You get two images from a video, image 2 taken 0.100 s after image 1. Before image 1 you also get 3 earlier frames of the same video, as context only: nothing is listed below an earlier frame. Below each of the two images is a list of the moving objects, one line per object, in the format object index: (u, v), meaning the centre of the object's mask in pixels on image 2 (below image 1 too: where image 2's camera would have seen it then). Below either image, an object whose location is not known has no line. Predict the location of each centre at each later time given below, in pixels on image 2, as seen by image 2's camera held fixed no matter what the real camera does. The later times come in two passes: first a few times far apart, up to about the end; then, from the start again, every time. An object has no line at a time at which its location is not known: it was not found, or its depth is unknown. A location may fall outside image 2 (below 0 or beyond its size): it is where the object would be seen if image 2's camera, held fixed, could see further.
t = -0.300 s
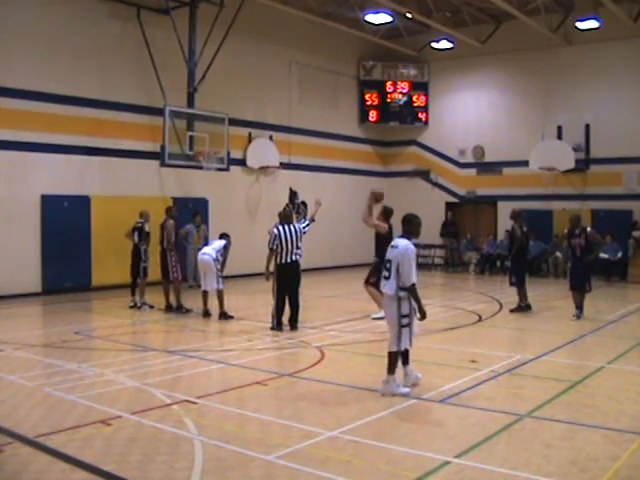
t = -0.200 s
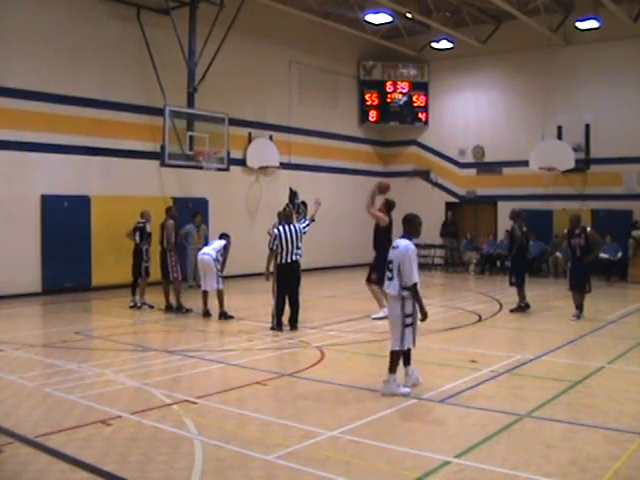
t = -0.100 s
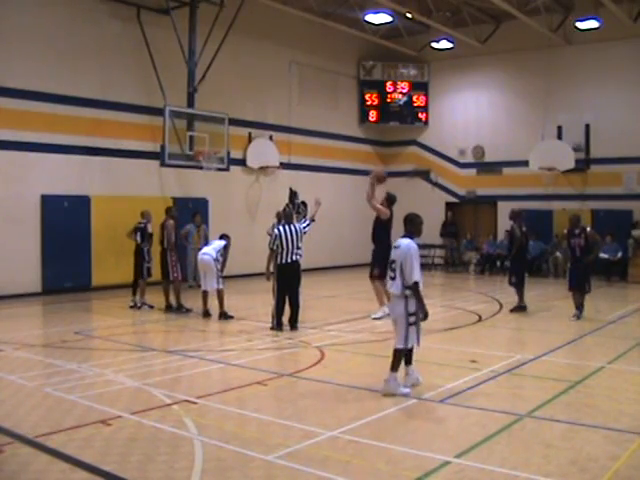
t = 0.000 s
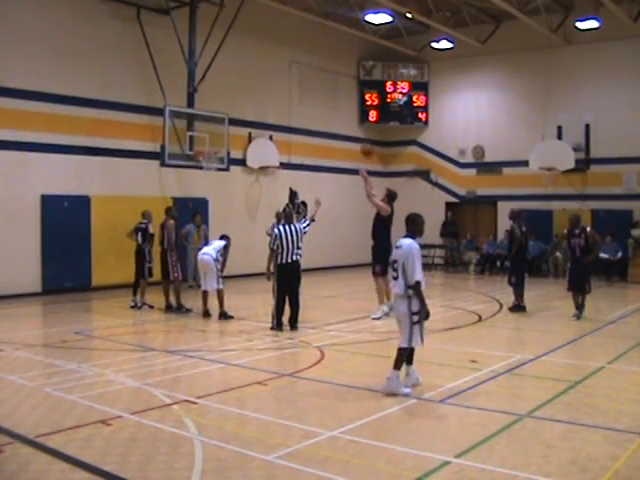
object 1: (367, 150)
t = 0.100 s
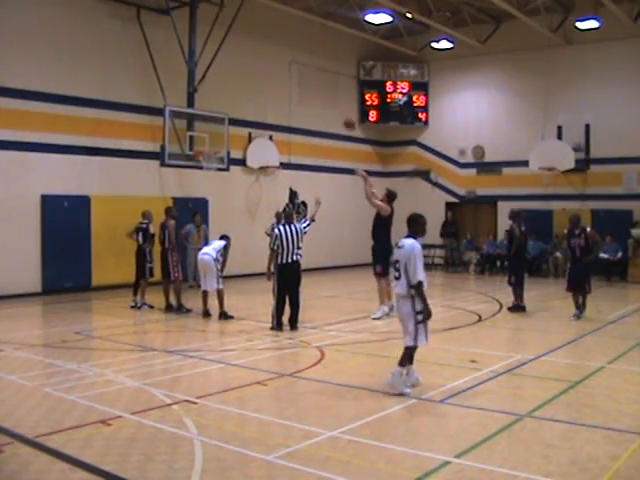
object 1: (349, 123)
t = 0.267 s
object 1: (321, 95)
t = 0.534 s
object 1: (283, 80)
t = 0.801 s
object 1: (249, 101)
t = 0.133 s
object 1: (344, 117)
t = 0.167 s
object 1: (339, 109)
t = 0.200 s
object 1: (333, 104)
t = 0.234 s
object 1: (328, 99)
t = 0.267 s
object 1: (321, 95)
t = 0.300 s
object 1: (317, 91)
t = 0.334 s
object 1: (312, 87)
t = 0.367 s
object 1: (307, 85)
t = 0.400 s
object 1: (302, 83)
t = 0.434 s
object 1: (298, 81)
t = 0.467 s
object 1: (293, 80)
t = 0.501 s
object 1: (288, 80)
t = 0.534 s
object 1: (283, 80)
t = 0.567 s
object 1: (279, 81)
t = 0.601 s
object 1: (274, 83)
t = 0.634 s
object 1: (270, 85)
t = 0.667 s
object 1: (265, 87)
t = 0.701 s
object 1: (261, 90)
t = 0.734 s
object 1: (257, 93)
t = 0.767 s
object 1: (253, 97)
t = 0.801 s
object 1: (249, 101)
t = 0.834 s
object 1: (244, 106)
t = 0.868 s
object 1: (240, 112)
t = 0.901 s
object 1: (235, 116)
